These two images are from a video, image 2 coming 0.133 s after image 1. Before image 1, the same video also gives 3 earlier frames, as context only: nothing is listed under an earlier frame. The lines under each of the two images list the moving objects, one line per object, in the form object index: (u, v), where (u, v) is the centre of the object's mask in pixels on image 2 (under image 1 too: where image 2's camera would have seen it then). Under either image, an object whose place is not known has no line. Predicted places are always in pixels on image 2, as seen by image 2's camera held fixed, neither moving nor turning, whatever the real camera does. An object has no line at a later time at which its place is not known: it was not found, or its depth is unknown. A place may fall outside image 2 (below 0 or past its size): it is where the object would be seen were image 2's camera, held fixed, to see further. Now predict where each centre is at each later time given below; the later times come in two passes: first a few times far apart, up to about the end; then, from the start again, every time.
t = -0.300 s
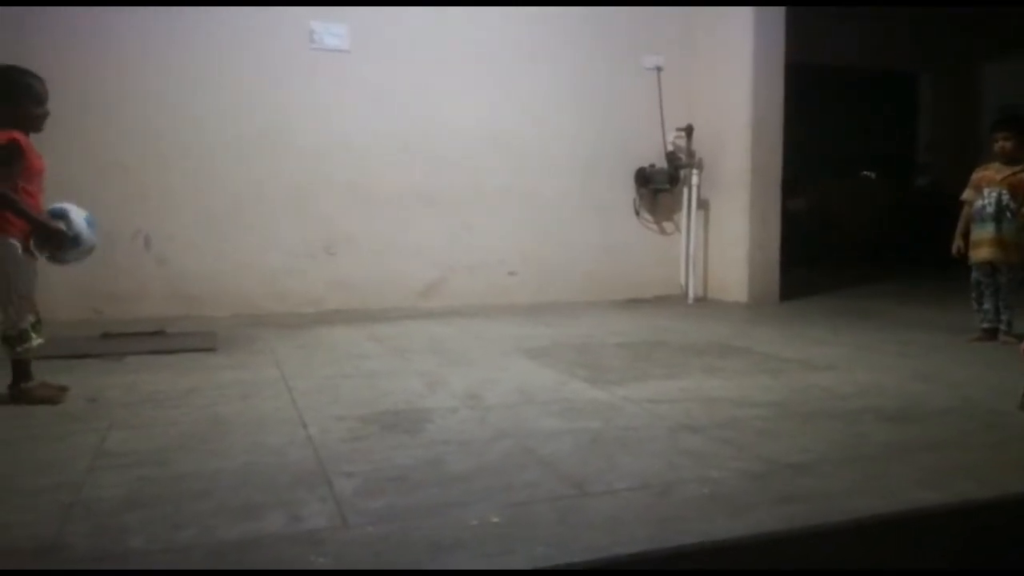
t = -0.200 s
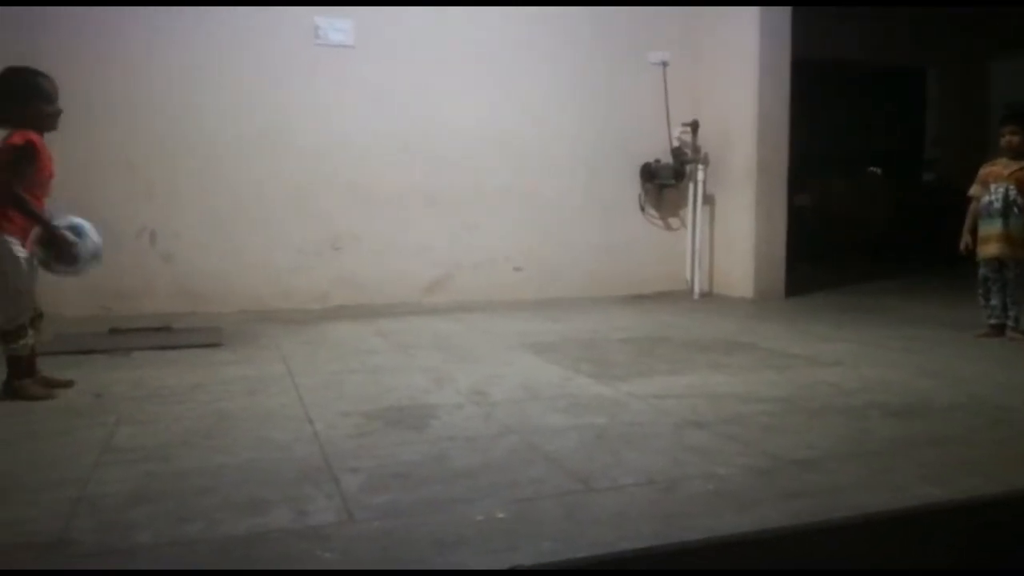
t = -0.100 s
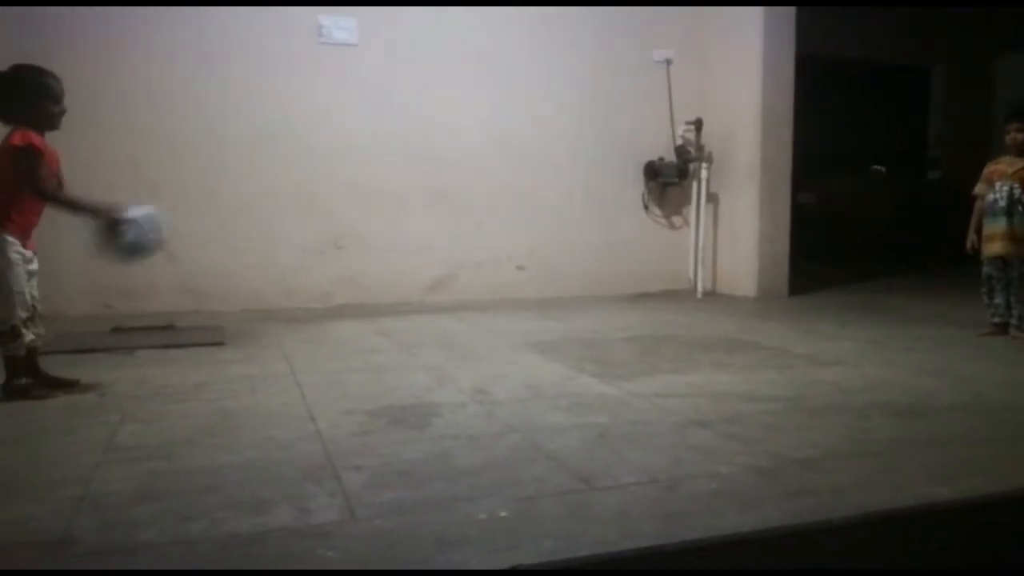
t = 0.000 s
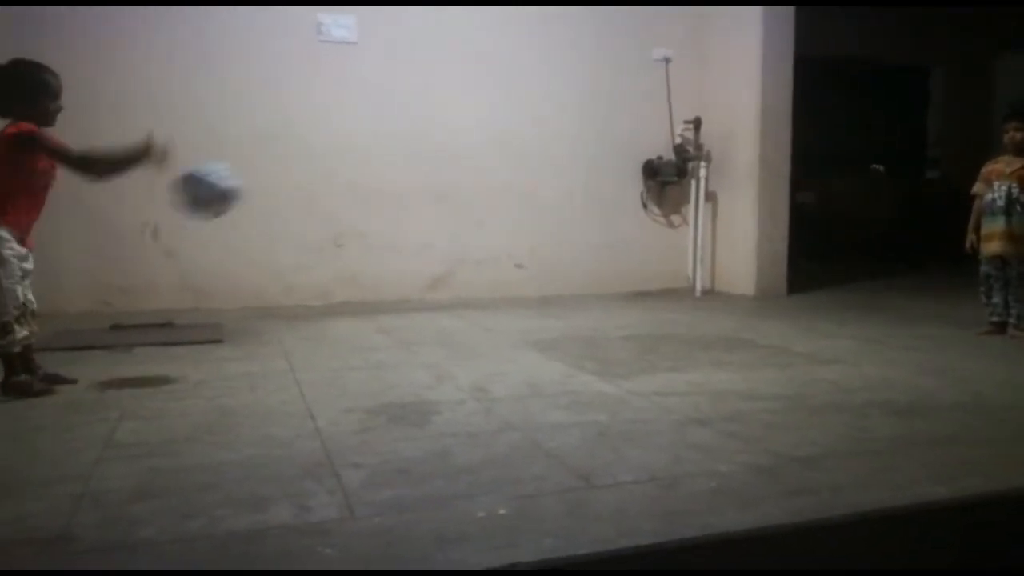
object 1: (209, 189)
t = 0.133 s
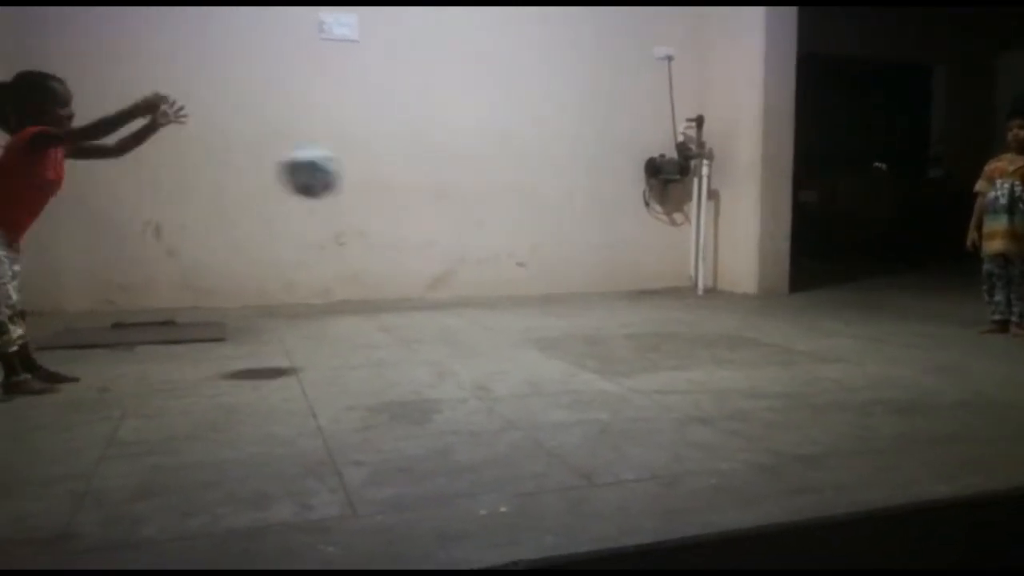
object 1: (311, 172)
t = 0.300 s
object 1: (427, 220)
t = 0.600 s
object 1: (587, 299)
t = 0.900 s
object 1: (693, 315)
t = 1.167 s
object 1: (765, 322)
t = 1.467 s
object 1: (821, 315)
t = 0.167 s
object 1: (334, 176)
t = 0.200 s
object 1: (357, 182)
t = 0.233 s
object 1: (381, 192)
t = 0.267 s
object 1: (405, 205)
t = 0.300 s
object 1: (427, 220)
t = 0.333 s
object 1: (448, 237)
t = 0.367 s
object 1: (471, 259)
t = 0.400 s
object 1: (493, 281)
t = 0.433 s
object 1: (515, 308)
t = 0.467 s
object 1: (535, 333)
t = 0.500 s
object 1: (549, 324)
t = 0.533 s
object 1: (563, 312)
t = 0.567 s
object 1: (575, 304)
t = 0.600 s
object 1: (587, 299)
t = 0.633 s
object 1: (598, 297)
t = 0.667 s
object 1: (610, 296)
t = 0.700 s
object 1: (621, 298)
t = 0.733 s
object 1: (634, 303)
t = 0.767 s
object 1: (646, 310)
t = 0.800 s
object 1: (658, 322)
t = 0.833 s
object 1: (671, 327)
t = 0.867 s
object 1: (682, 319)
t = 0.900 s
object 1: (693, 315)
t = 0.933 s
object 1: (702, 314)
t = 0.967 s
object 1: (712, 315)
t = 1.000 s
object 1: (722, 320)
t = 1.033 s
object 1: (730, 324)
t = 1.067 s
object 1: (740, 321)
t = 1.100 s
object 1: (748, 320)
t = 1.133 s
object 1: (756, 320)
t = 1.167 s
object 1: (765, 322)
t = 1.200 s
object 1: (772, 320)
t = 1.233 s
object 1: (780, 318)
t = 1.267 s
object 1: (787, 319)
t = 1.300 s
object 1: (794, 319)
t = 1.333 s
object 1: (800, 318)
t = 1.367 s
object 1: (806, 319)
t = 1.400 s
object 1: (813, 319)
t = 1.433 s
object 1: (817, 317)
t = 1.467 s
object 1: (821, 315)
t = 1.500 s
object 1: (826, 316)
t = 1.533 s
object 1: (830, 316)
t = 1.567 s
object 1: (834, 316)
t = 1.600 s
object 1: (837, 315)
